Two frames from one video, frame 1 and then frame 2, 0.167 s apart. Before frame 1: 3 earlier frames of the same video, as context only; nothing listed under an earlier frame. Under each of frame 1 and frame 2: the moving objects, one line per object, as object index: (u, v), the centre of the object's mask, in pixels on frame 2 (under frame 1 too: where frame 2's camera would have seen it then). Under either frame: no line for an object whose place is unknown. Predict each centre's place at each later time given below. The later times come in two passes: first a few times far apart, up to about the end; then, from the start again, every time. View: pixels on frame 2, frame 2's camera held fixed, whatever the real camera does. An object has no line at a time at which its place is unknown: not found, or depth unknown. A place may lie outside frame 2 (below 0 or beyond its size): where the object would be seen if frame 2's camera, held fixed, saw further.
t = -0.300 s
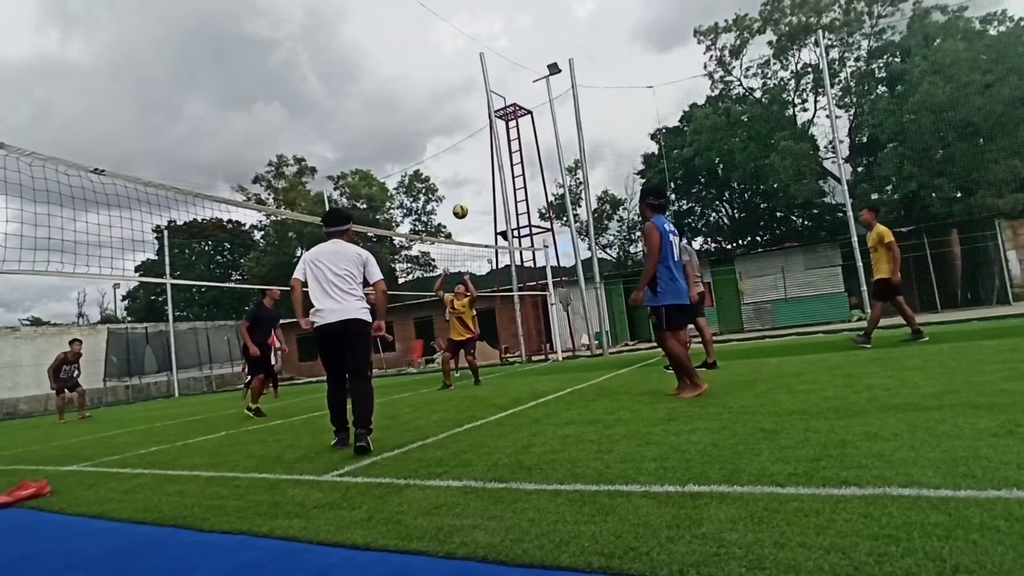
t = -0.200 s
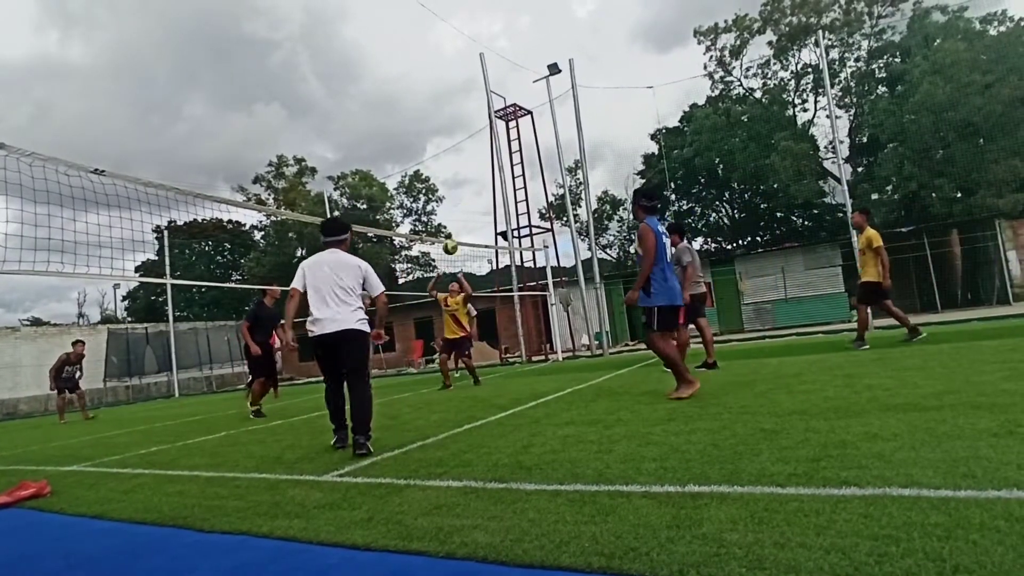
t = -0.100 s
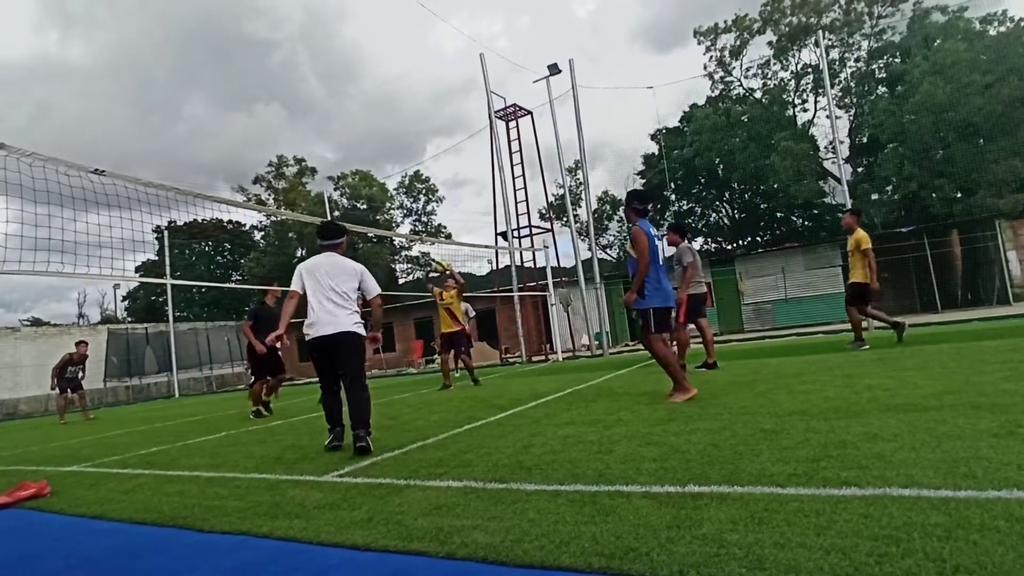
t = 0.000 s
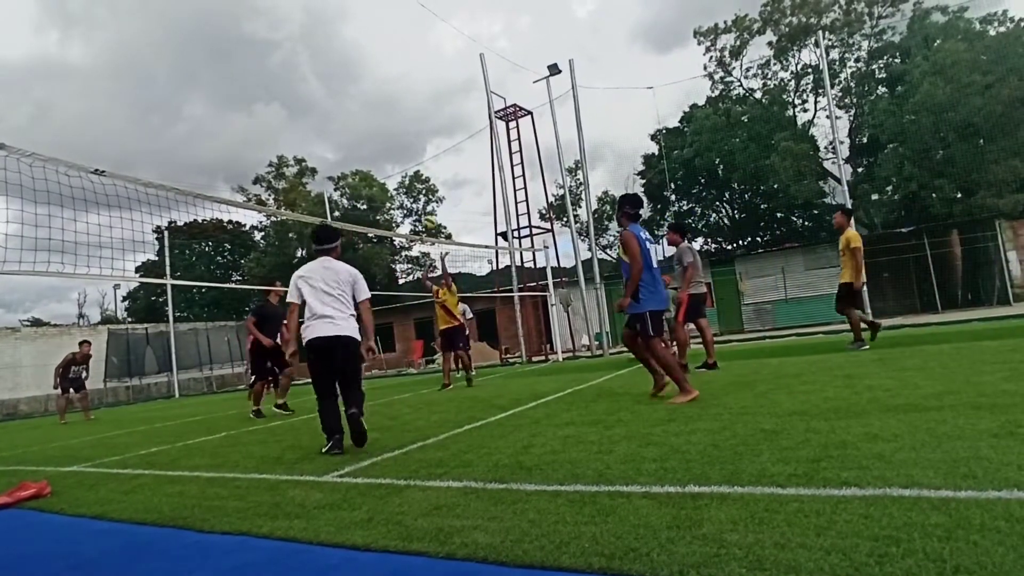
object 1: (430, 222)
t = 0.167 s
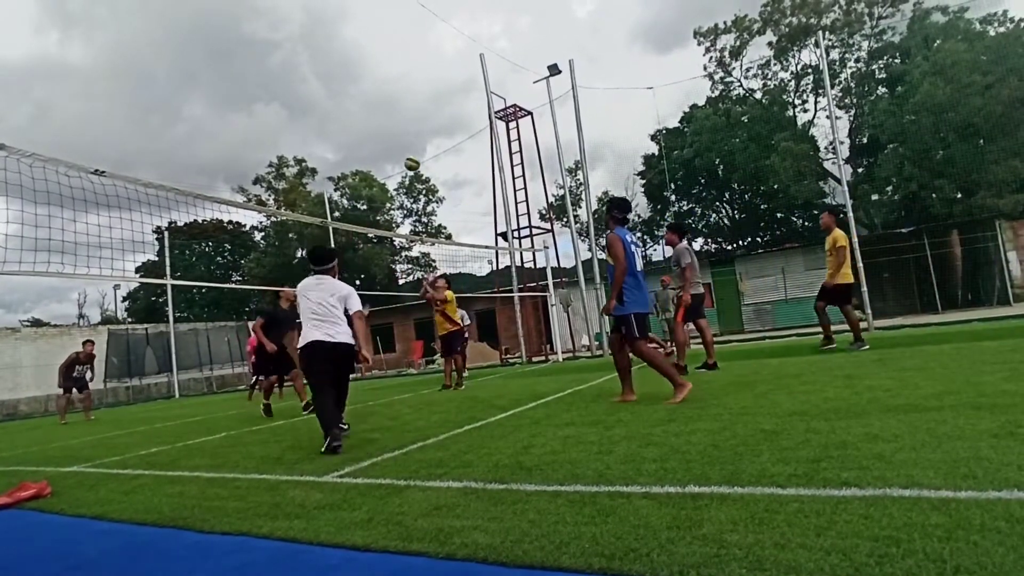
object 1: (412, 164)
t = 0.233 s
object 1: (405, 145)
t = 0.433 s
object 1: (386, 103)
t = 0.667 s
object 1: (365, 92)
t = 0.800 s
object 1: (354, 106)
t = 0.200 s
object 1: (408, 154)
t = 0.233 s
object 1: (405, 145)
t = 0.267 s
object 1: (401, 136)
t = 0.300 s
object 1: (398, 128)
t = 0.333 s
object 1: (395, 121)
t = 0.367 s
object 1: (392, 114)
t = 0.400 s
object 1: (389, 109)
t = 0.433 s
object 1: (386, 103)
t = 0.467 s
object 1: (383, 99)
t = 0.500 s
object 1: (380, 96)
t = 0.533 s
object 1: (377, 93)
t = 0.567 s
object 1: (374, 92)
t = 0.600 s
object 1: (371, 91)
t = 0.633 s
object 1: (368, 91)
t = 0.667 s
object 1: (365, 92)
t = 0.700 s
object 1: (362, 94)
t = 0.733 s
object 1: (359, 97)
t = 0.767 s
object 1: (357, 101)
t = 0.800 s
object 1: (354, 106)
